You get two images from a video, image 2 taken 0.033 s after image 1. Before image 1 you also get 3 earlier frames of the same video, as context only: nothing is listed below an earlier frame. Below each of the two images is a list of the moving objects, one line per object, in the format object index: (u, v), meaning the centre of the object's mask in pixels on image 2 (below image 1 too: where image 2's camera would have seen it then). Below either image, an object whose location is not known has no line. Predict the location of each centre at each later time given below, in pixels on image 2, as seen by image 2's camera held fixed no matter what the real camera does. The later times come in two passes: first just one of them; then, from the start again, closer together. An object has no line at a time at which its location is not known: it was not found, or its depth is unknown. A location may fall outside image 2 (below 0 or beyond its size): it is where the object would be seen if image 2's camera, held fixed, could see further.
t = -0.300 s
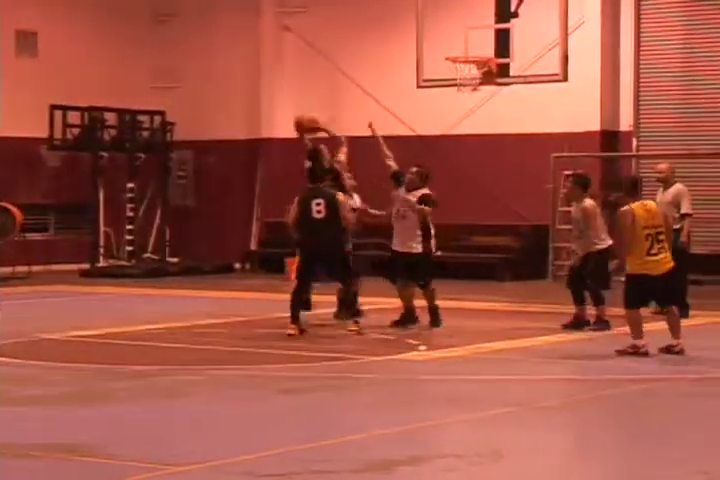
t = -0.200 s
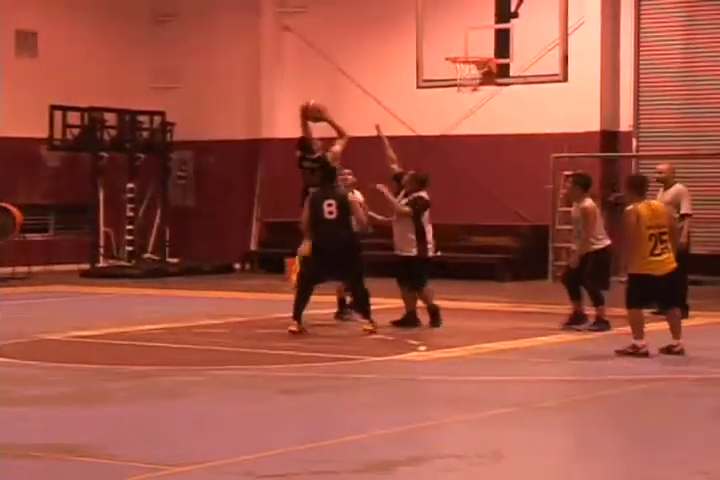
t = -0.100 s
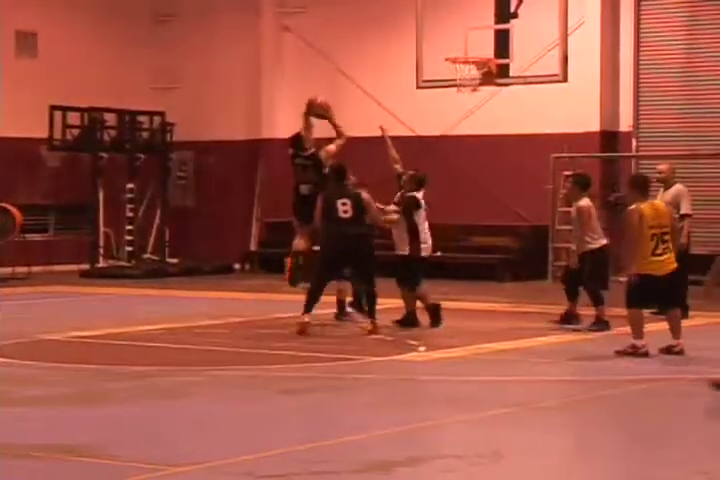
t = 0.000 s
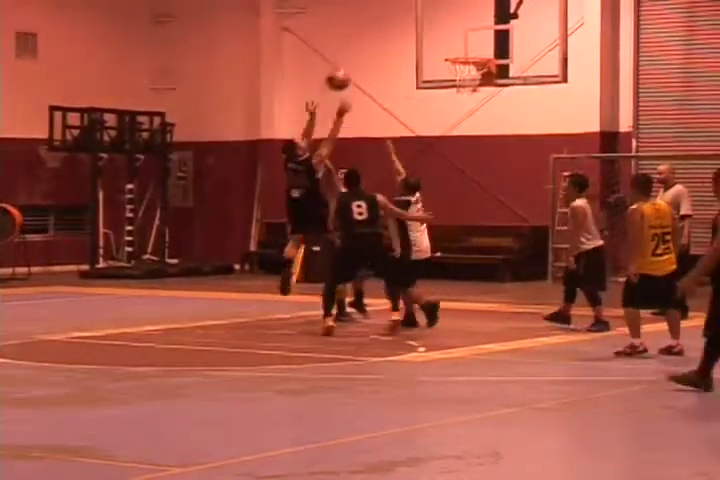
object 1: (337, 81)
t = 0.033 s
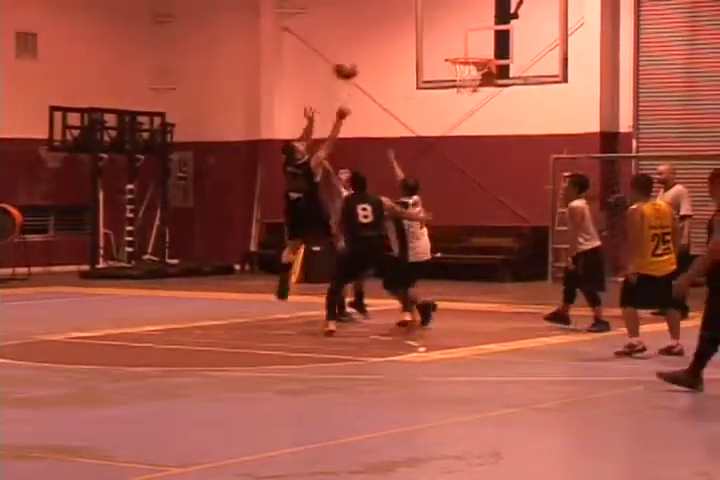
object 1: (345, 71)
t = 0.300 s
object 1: (408, 21)
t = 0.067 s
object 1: (354, 60)
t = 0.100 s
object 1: (361, 51)
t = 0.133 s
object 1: (369, 43)
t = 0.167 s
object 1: (377, 38)
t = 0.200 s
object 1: (386, 32)
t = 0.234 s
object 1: (392, 27)
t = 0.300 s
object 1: (408, 21)
